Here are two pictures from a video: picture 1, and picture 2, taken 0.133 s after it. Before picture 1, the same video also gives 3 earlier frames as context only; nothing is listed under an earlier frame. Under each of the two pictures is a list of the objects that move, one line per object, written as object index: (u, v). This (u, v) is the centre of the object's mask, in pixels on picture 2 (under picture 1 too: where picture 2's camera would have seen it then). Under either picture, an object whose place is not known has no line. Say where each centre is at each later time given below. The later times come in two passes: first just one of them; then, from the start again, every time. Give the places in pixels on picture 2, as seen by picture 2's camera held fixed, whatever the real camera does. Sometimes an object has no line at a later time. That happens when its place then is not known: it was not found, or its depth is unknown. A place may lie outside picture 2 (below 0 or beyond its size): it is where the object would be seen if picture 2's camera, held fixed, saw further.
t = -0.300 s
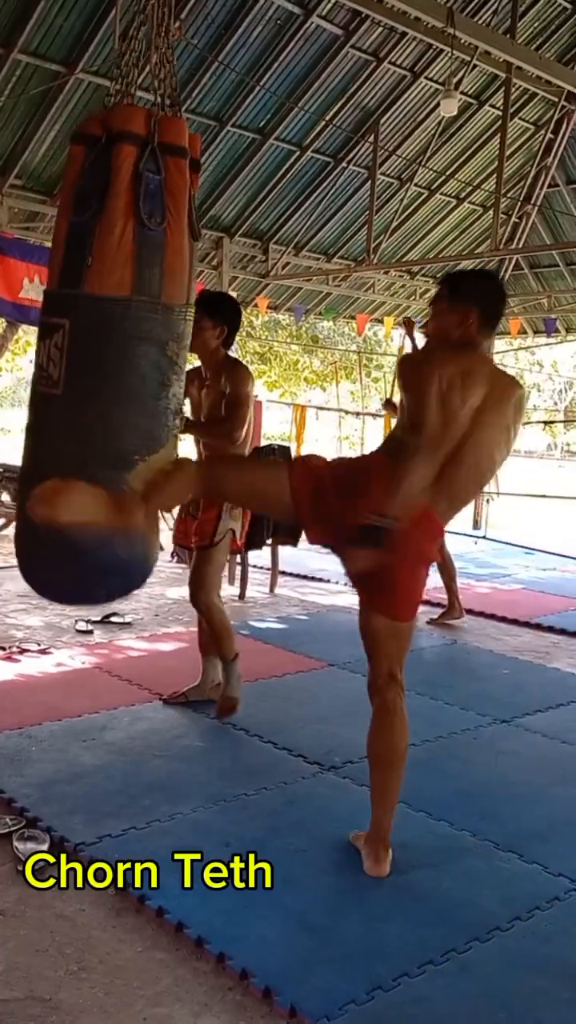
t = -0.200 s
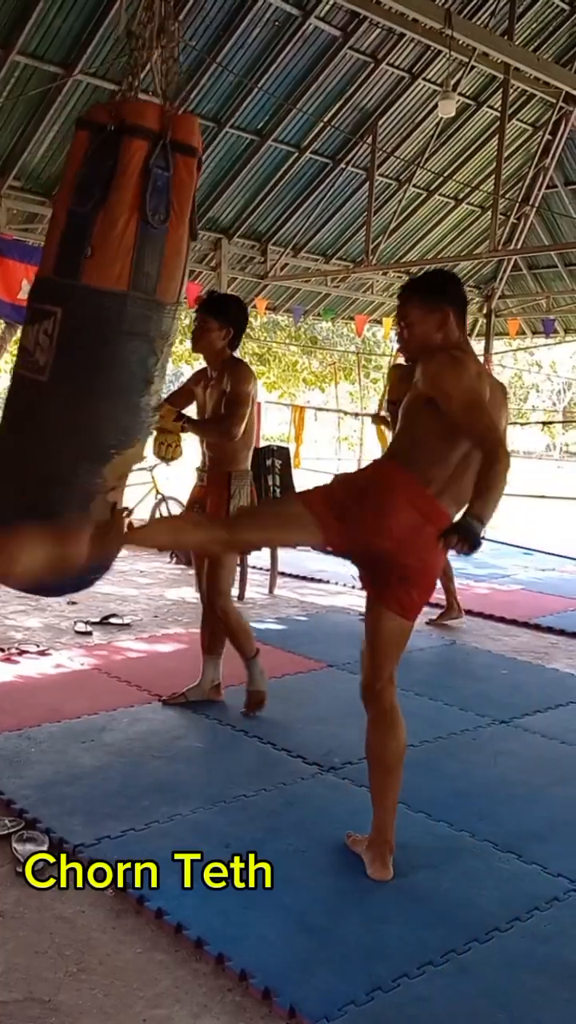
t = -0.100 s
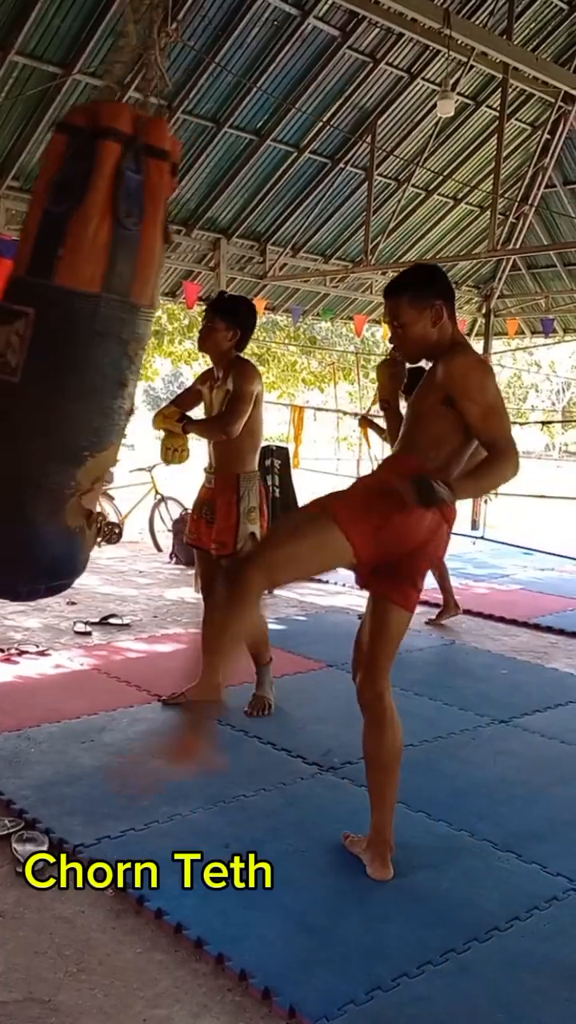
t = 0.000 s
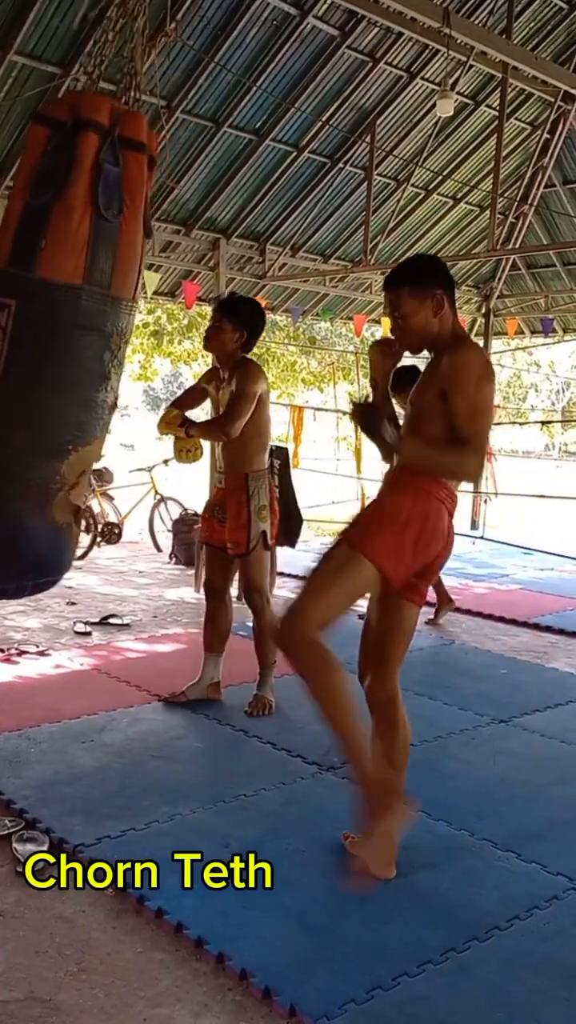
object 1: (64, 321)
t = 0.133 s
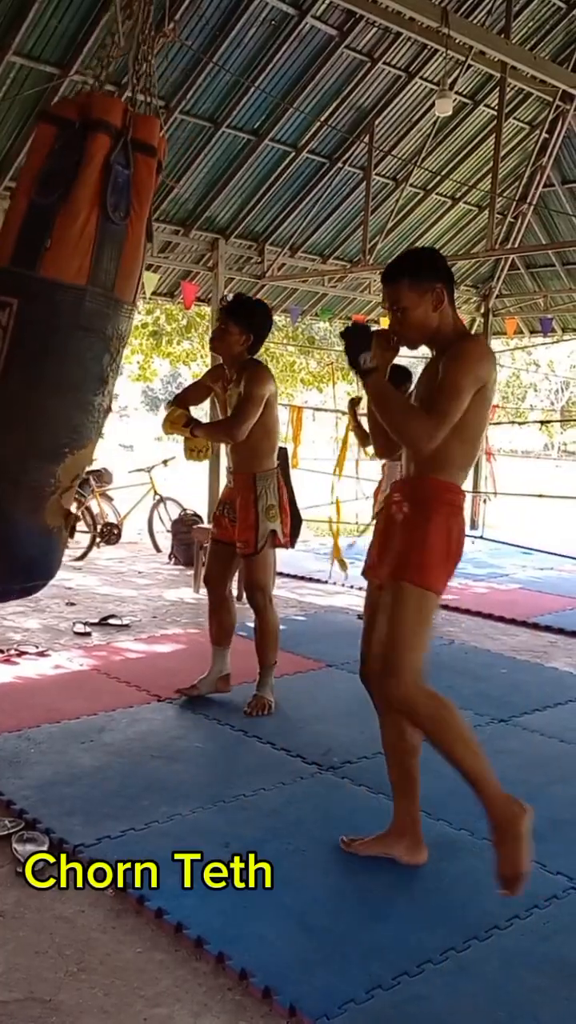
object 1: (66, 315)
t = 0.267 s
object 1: (70, 328)
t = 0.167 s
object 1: (65, 317)
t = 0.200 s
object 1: (65, 320)
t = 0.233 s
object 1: (67, 323)
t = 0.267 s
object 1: (70, 328)
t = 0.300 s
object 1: (72, 334)
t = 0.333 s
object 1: (75, 339)
